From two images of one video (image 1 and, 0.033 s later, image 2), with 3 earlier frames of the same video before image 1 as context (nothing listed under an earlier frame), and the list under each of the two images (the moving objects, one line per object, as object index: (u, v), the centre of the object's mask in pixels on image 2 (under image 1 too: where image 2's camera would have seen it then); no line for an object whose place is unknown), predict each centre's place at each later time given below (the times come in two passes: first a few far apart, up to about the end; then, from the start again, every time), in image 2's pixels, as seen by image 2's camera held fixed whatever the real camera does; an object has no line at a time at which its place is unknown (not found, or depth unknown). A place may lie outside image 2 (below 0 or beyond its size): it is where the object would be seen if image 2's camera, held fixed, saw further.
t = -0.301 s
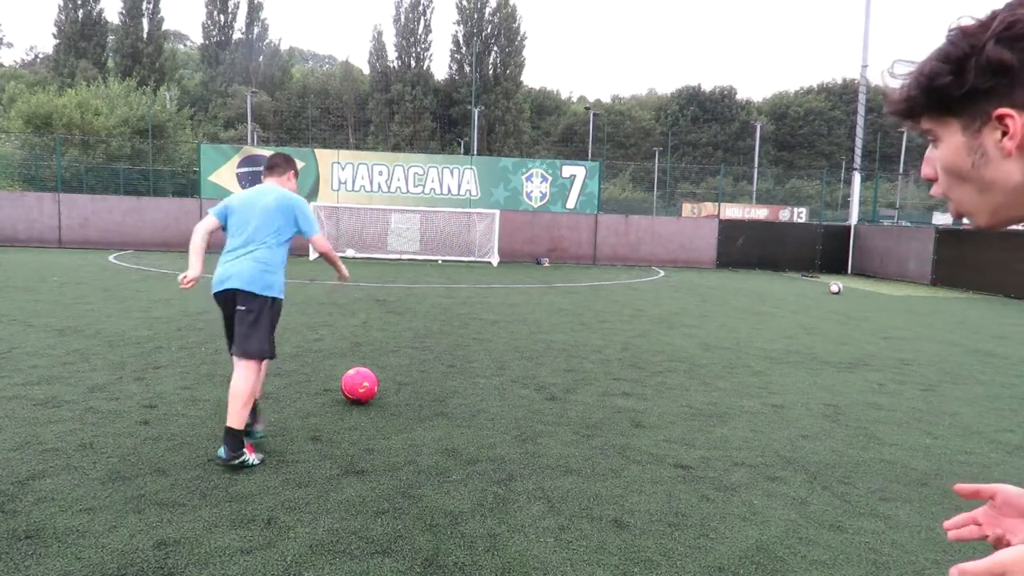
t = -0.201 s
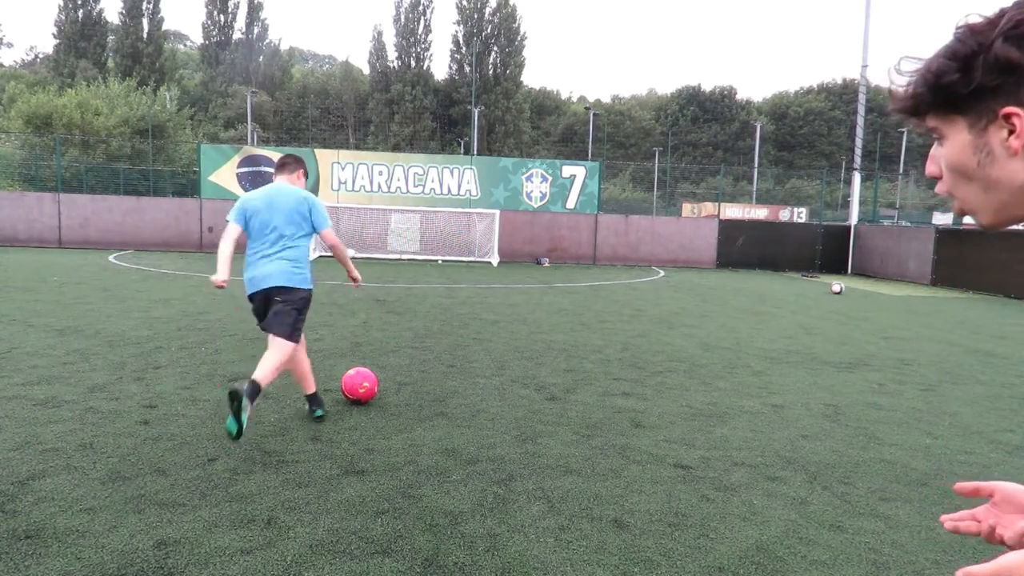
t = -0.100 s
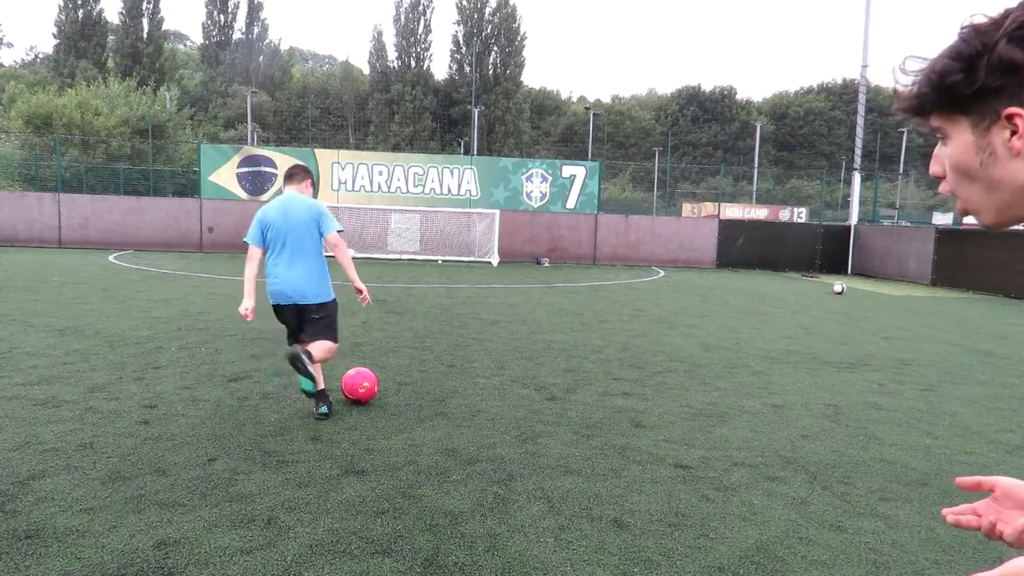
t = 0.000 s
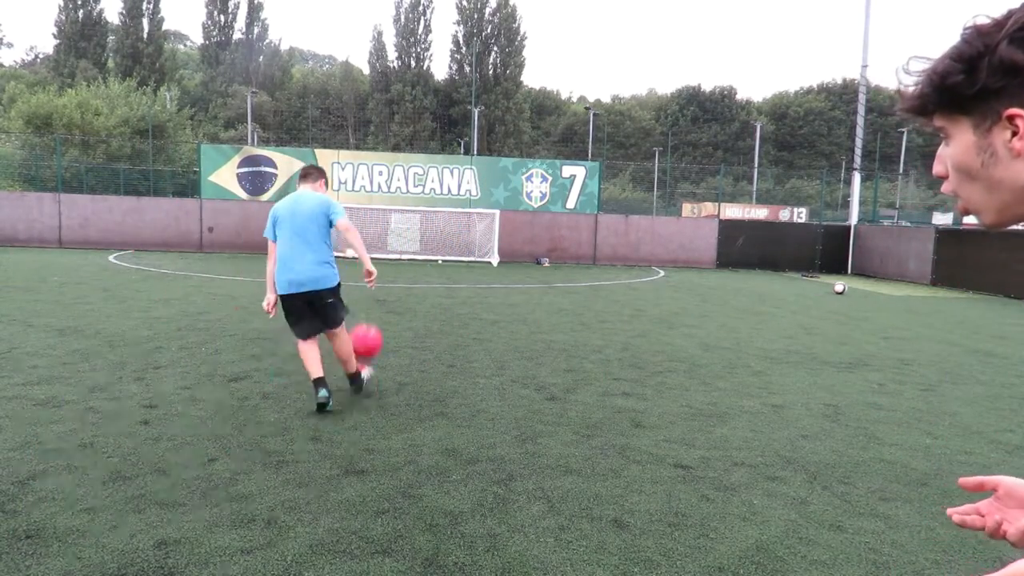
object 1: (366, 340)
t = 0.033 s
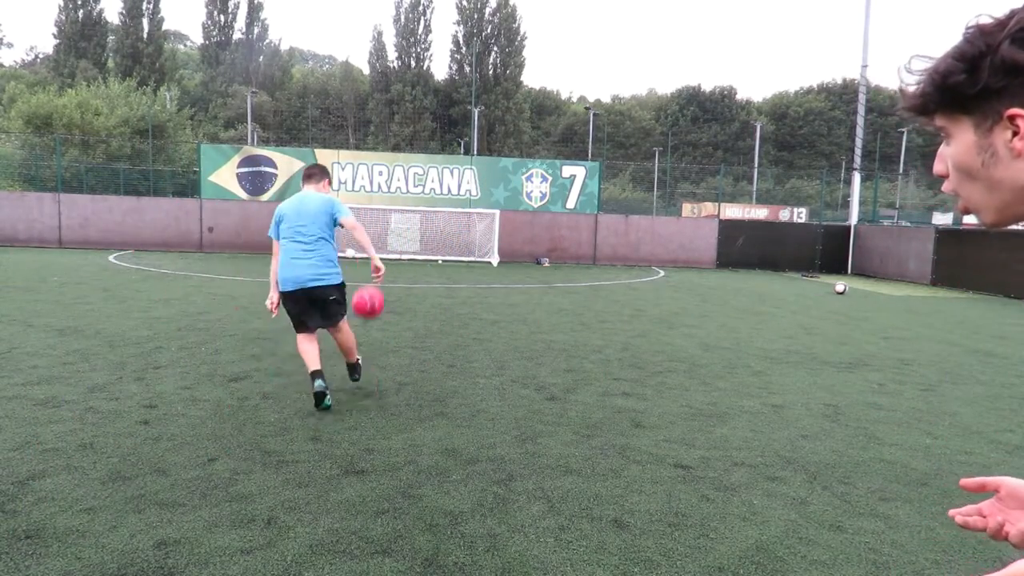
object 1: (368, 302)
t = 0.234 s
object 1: (377, 165)
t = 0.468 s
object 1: (379, 109)
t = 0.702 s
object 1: (378, 103)
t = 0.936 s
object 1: (375, 122)
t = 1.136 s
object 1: (372, 151)
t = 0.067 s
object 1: (369, 270)
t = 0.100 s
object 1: (367, 246)
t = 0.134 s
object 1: (375, 217)
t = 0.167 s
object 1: (375, 198)
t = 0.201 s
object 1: (376, 181)
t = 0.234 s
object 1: (377, 165)
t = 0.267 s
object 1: (377, 152)
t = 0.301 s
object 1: (378, 141)
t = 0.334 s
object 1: (379, 132)
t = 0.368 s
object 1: (379, 125)
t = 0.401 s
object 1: (379, 119)
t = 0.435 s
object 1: (379, 114)
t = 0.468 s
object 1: (379, 109)
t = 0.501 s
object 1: (379, 106)
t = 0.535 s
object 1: (379, 104)
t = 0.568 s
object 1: (379, 103)
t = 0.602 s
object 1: (378, 102)
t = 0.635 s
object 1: (378, 102)
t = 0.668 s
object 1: (378, 102)
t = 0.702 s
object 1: (378, 103)
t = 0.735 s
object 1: (377, 105)
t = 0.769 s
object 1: (377, 107)
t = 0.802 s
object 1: (376, 109)
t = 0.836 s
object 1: (376, 112)
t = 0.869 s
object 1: (376, 115)
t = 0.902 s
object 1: (375, 118)
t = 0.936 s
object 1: (375, 122)
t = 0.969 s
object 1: (374, 126)
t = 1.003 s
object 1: (374, 131)
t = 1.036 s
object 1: (373, 135)
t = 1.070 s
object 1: (373, 140)
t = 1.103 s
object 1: (372, 145)
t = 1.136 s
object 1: (372, 151)
